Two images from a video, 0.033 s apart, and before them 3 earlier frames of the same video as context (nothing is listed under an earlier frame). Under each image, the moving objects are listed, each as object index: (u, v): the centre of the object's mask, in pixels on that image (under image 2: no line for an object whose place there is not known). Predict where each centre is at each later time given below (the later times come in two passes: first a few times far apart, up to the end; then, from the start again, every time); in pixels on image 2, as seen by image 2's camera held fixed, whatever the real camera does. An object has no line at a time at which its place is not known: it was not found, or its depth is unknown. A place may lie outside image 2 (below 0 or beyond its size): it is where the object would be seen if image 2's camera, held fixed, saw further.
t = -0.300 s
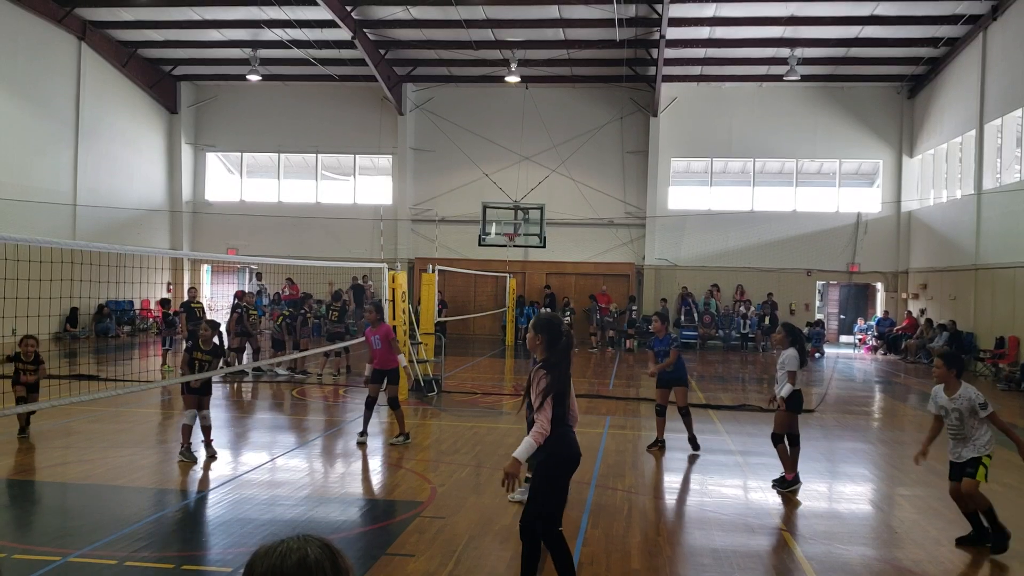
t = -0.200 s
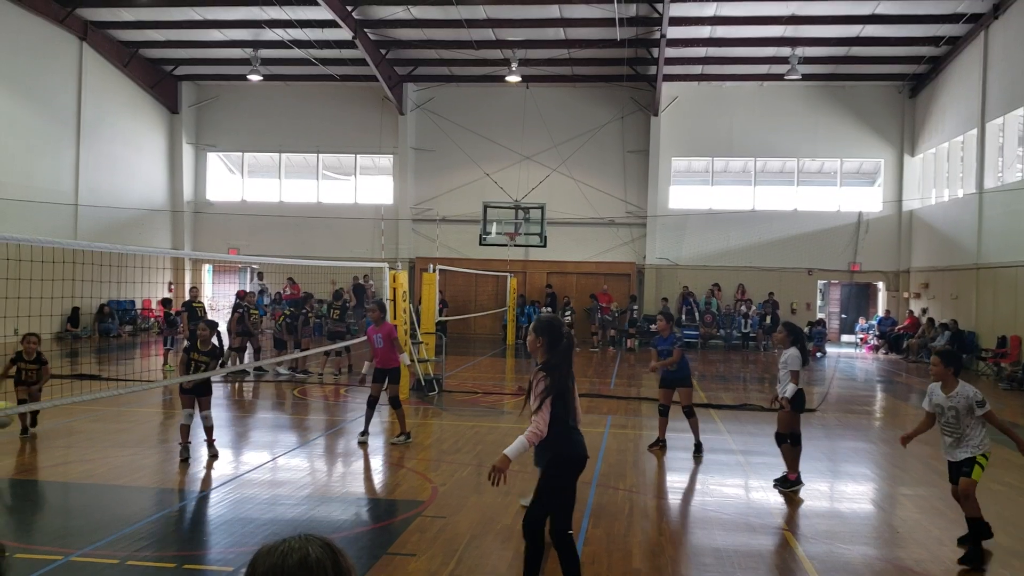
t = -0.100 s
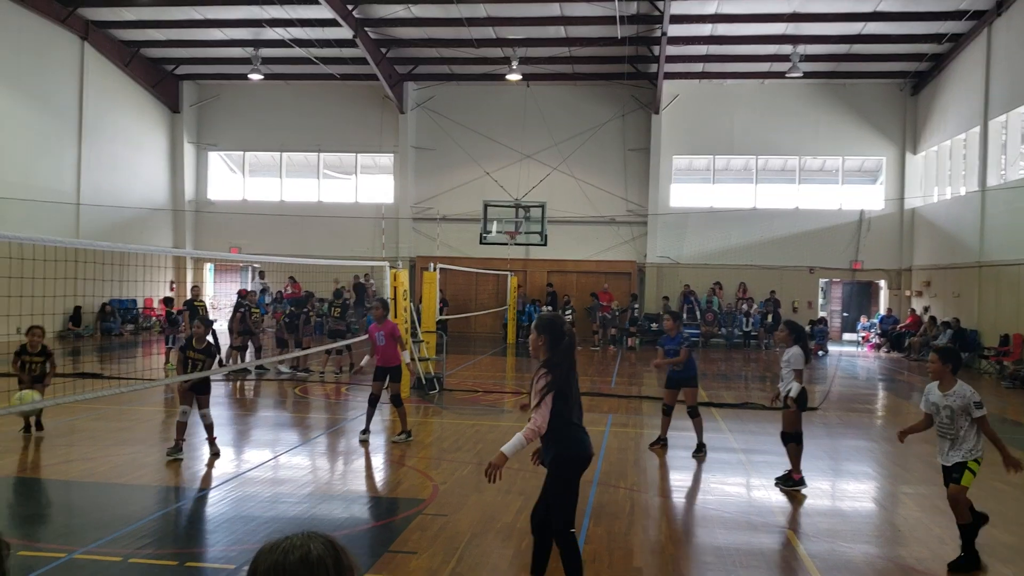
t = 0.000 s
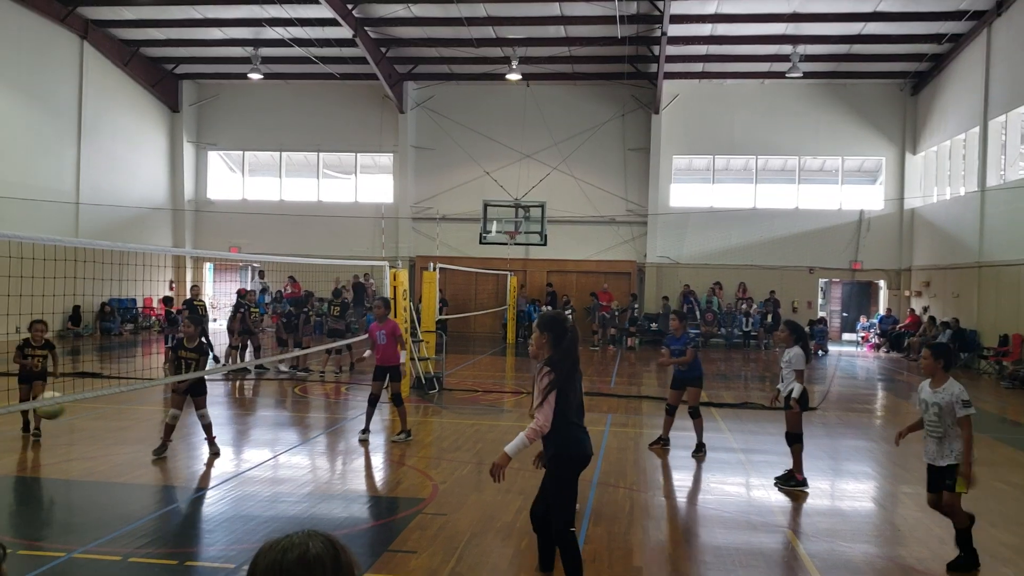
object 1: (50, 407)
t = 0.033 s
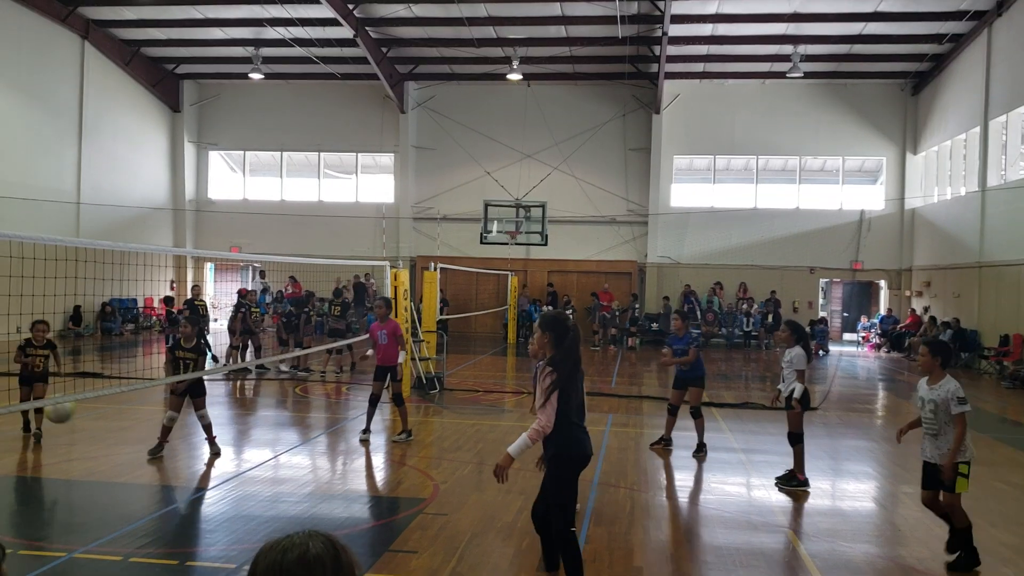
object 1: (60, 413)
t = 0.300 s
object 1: (122, 495)
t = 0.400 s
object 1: (145, 476)
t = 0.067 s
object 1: (67, 416)
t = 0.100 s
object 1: (74, 422)
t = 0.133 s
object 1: (82, 430)
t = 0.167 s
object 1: (90, 439)
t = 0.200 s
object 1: (99, 451)
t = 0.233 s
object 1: (108, 465)
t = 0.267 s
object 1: (115, 479)
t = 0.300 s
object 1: (122, 495)
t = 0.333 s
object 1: (130, 497)
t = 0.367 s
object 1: (138, 486)
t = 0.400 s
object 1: (145, 476)
